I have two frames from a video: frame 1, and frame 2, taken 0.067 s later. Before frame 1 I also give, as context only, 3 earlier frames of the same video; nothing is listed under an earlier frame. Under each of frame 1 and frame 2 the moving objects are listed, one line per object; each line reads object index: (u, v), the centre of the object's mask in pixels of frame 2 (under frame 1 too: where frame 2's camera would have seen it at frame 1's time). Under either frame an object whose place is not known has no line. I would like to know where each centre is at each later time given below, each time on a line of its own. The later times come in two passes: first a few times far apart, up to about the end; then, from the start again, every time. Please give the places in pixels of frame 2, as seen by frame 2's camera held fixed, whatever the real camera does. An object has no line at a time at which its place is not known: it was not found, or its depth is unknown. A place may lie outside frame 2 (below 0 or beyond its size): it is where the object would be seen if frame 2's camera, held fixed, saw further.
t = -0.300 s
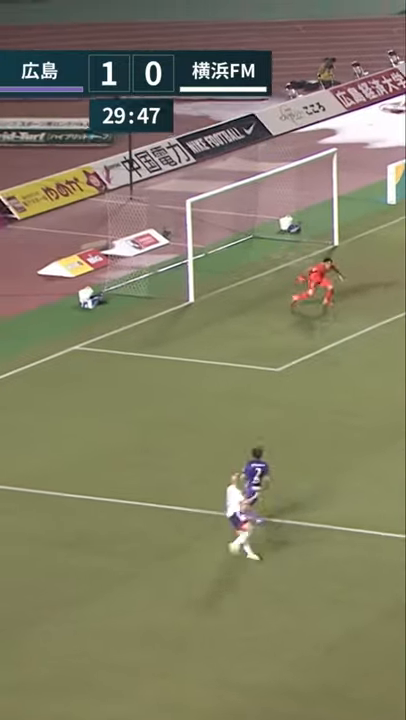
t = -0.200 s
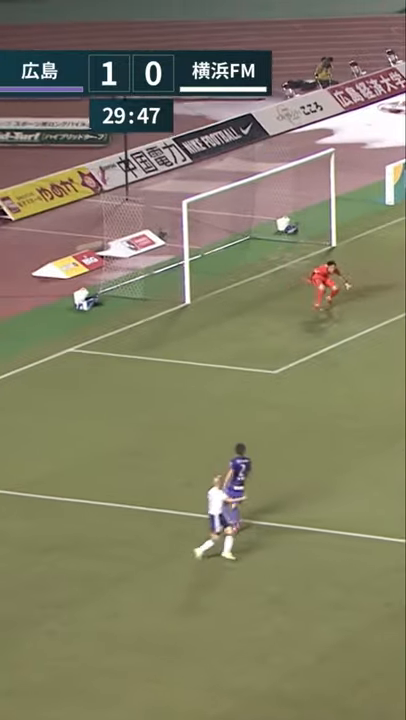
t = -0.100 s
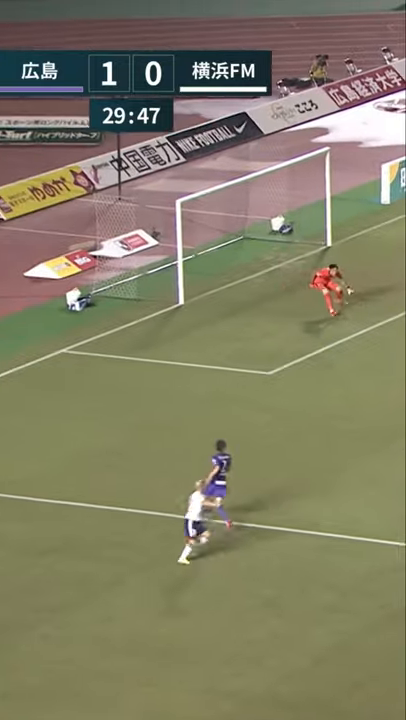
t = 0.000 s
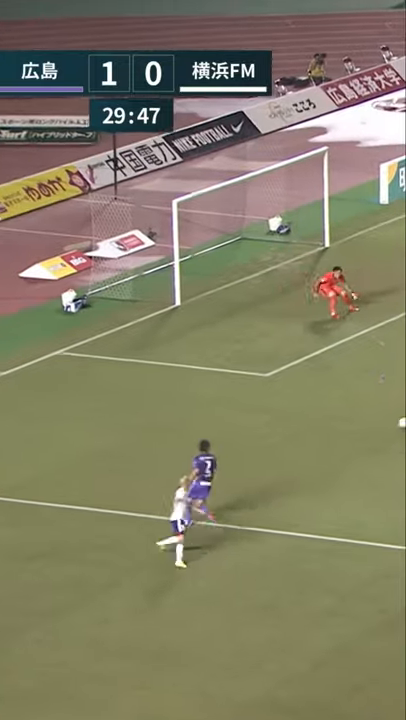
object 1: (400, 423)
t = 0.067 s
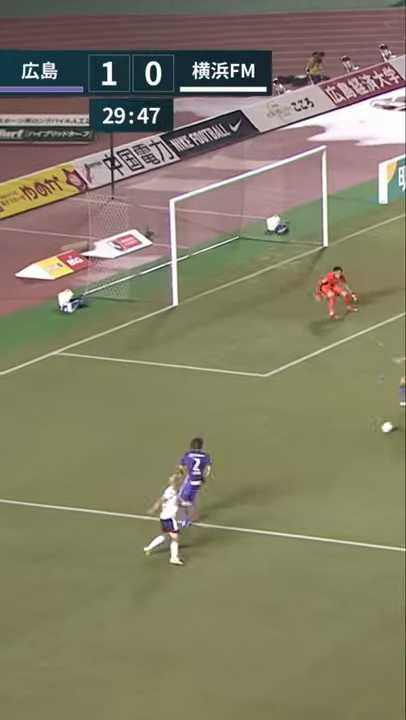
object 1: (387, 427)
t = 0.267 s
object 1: (344, 436)
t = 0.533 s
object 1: (292, 446)
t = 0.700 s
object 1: (264, 449)
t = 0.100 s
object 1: (380, 429)
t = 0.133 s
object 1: (372, 430)
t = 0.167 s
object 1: (365, 431)
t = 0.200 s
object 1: (358, 433)
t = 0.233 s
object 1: (351, 434)
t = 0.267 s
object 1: (344, 436)
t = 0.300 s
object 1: (336, 437)
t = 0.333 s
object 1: (331, 439)
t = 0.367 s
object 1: (324, 440)
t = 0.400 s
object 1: (317, 442)
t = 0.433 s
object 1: (311, 442)
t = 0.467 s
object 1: (304, 443)
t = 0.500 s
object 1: (298, 444)
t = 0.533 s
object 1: (292, 446)
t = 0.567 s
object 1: (286, 446)
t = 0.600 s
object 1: (281, 447)
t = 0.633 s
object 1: (275, 448)
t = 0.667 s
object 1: (270, 448)
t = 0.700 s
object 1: (264, 449)
